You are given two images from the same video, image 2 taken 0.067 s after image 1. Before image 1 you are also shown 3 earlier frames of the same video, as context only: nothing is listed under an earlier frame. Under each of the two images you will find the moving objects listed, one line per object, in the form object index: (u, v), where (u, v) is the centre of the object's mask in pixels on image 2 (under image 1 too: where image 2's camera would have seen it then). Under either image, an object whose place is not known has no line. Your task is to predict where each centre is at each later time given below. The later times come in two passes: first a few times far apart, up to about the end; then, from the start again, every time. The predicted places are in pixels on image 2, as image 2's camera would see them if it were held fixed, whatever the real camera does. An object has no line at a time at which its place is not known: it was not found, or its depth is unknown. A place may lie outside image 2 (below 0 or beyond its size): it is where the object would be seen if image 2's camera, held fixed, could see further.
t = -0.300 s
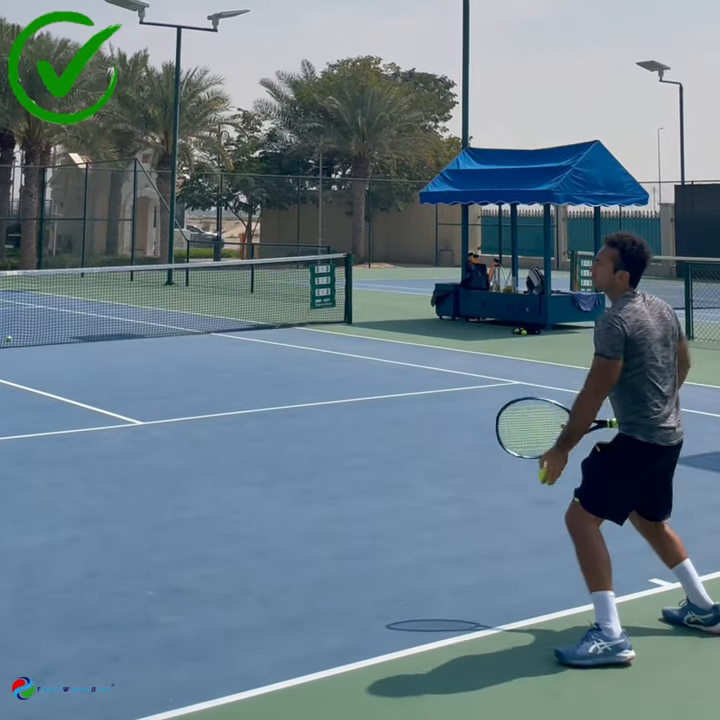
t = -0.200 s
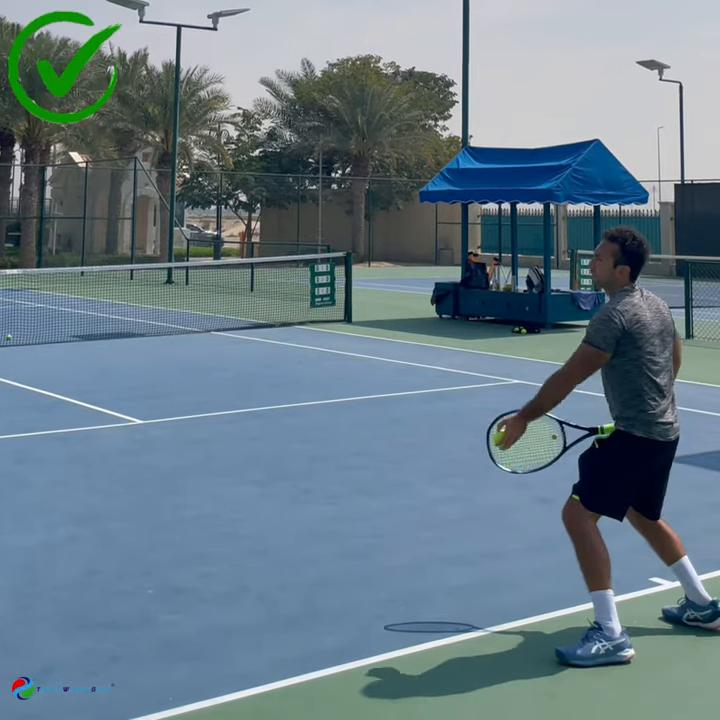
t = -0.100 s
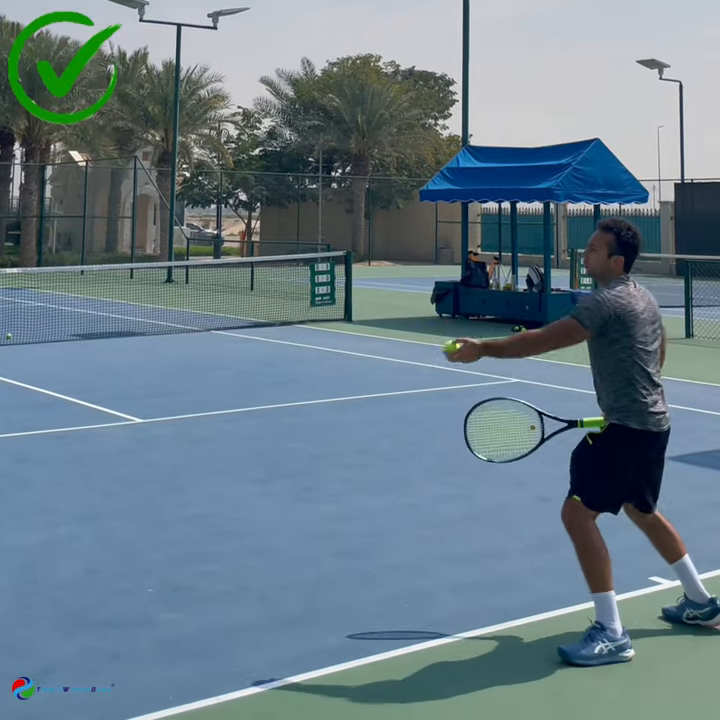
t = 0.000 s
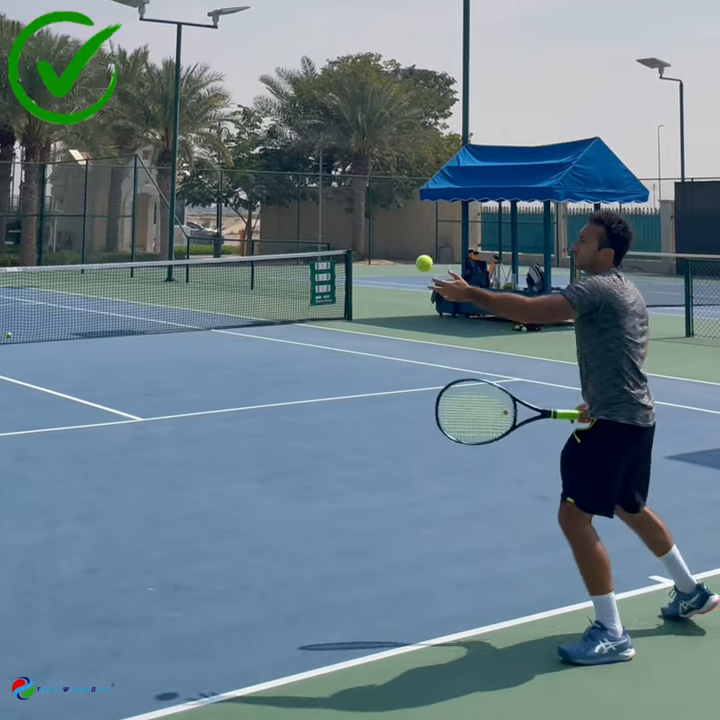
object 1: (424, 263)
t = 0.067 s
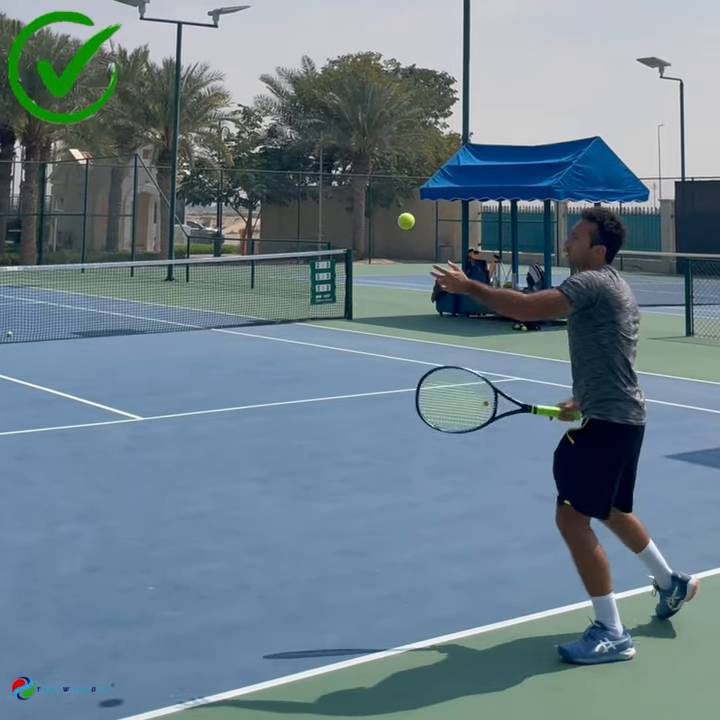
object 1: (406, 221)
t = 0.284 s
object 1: (346, 162)
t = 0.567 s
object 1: (265, 257)
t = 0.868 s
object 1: (168, 588)
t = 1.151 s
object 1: (119, 422)
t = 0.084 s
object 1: (401, 212)
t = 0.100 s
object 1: (397, 204)
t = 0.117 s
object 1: (392, 197)
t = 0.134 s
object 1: (388, 190)
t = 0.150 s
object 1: (383, 185)
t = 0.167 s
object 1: (378, 180)
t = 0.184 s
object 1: (374, 175)
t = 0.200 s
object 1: (370, 171)
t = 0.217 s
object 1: (365, 168)
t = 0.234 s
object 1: (360, 166)
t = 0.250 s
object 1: (355, 164)
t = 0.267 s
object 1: (351, 163)
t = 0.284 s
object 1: (346, 162)
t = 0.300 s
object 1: (342, 163)
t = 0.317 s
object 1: (337, 163)
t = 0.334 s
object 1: (333, 165)
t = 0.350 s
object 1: (328, 167)
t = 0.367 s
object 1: (323, 170)
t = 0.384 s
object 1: (318, 173)
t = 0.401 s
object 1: (313, 178)
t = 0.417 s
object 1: (309, 183)
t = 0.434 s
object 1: (304, 188)
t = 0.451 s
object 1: (299, 194)
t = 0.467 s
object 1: (294, 201)
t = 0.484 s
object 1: (289, 209)
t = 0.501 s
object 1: (285, 217)
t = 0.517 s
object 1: (280, 226)
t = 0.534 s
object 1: (275, 236)
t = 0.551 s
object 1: (270, 246)
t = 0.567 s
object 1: (265, 257)
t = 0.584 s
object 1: (260, 269)
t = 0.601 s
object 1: (255, 282)
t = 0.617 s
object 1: (250, 295)
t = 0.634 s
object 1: (244, 309)
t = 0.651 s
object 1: (239, 324)
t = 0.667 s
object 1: (234, 340)
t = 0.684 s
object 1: (229, 356)
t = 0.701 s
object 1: (224, 373)
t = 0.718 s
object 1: (218, 391)
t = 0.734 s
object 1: (213, 409)
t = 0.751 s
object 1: (207, 429)
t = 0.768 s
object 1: (202, 449)
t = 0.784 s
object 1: (197, 470)
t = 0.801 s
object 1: (191, 492)
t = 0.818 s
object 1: (186, 514)
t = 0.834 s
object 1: (179, 538)
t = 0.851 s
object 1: (174, 562)
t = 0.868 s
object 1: (168, 588)
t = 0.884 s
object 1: (162, 614)
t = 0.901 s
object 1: (156, 641)
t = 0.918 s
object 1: (154, 625)
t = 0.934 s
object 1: (152, 605)
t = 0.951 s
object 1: (150, 586)
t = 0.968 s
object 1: (147, 568)
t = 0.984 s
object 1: (144, 551)
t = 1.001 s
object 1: (142, 534)
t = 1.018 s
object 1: (140, 518)
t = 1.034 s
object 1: (137, 503)
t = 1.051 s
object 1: (134, 489)
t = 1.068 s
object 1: (132, 476)
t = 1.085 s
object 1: (129, 463)
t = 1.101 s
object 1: (126, 452)
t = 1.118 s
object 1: (125, 441)
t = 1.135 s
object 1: (121, 431)
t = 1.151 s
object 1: (119, 422)
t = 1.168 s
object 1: (116, 413)
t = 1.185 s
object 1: (113, 404)
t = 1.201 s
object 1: (111, 398)
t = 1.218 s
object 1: (108, 391)
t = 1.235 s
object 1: (105, 386)
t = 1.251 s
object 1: (102, 380)
